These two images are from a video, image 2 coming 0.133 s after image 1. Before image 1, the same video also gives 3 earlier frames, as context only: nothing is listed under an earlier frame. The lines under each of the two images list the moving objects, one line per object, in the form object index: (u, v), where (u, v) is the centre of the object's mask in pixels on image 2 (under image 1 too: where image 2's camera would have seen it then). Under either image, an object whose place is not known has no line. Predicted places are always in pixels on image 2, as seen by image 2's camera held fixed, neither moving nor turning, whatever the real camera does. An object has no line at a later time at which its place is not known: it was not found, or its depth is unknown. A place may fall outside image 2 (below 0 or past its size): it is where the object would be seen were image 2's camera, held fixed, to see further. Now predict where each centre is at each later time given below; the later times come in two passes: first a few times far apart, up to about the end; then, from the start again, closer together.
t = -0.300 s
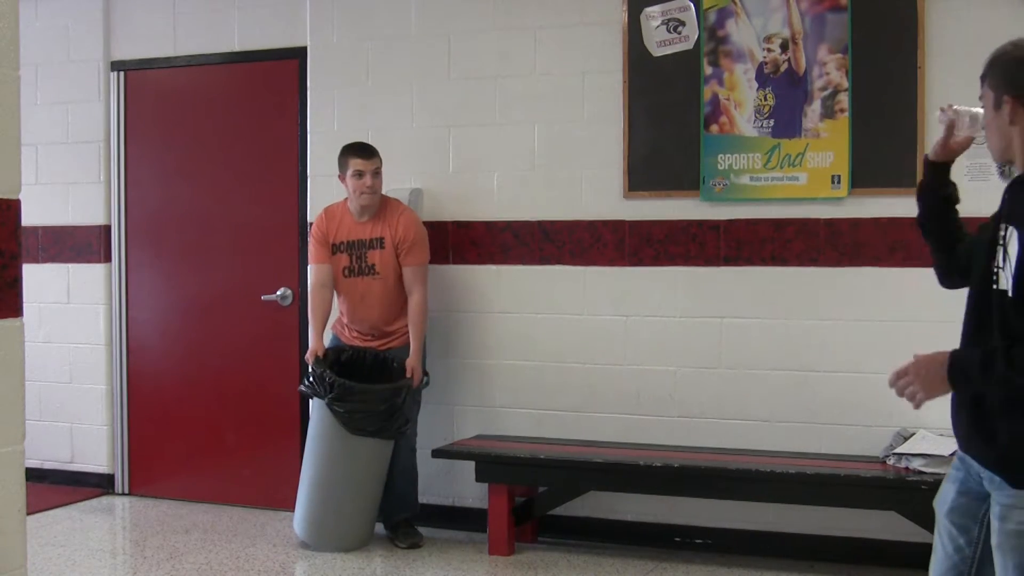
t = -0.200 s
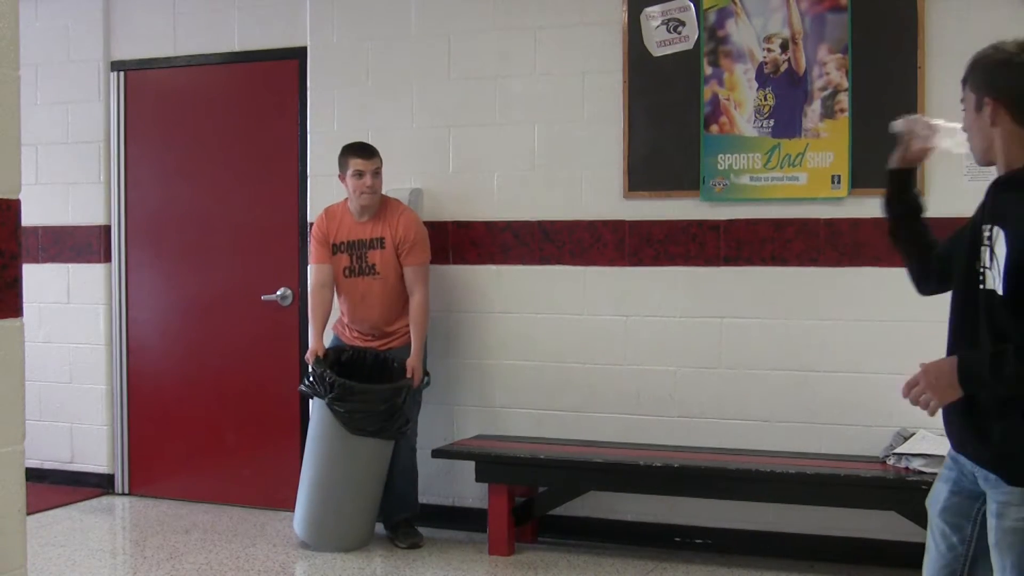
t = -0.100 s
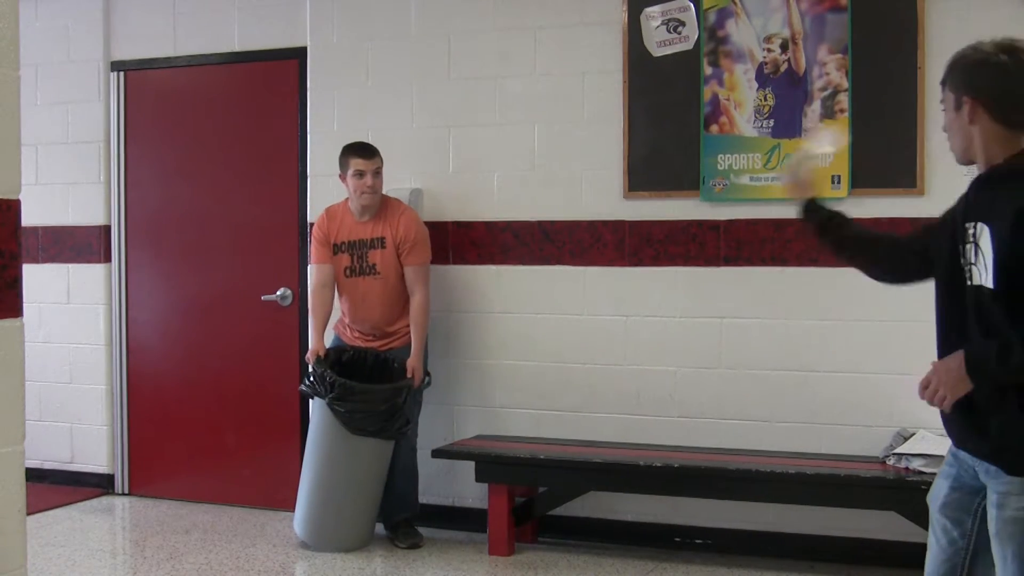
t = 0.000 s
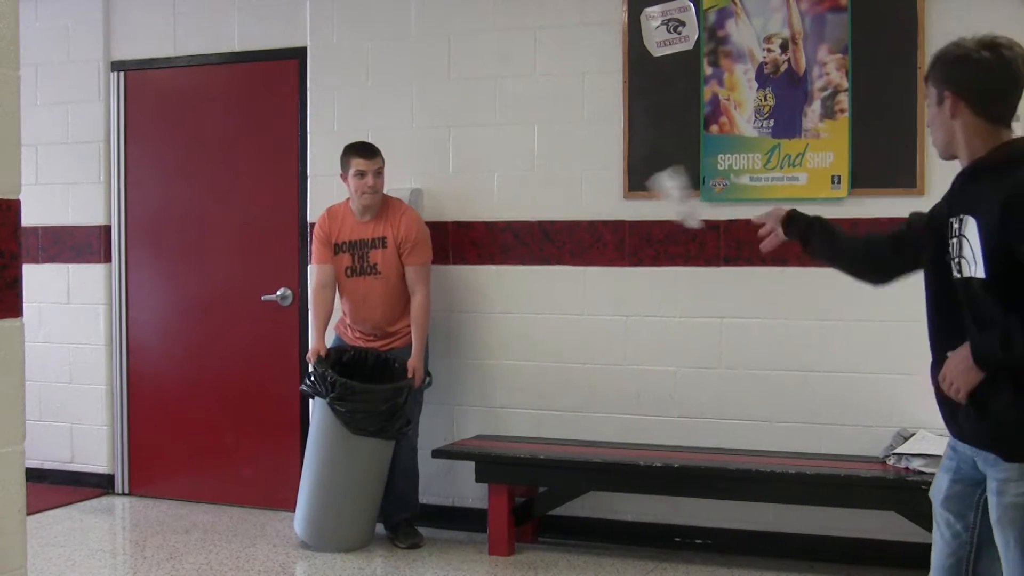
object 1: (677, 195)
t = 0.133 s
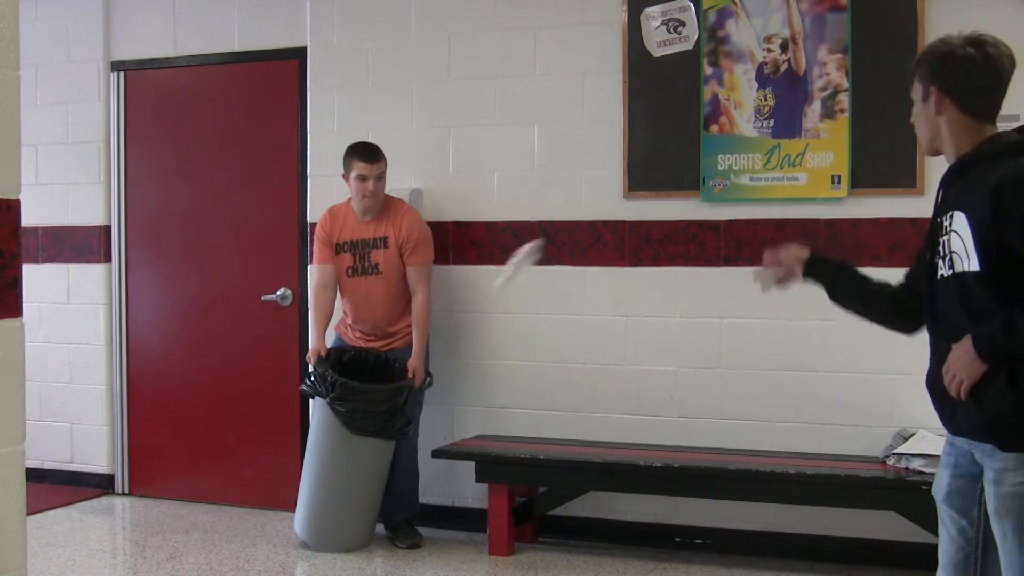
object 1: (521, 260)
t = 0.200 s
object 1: (450, 323)
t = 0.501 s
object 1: (259, 535)
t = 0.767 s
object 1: (148, 544)
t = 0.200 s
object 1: (450, 323)
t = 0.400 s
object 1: (298, 542)
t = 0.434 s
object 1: (283, 547)
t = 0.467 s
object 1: (273, 541)
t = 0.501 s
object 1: (259, 535)
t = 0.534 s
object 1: (243, 533)
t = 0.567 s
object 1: (229, 533)
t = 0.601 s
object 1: (215, 535)
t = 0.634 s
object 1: (200, 540)
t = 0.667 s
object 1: (184, 545)
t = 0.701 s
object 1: (172, 545)
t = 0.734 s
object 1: (159, 545)
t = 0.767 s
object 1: (148, 544)
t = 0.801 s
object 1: (140, 544)
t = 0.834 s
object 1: (132, 543)
